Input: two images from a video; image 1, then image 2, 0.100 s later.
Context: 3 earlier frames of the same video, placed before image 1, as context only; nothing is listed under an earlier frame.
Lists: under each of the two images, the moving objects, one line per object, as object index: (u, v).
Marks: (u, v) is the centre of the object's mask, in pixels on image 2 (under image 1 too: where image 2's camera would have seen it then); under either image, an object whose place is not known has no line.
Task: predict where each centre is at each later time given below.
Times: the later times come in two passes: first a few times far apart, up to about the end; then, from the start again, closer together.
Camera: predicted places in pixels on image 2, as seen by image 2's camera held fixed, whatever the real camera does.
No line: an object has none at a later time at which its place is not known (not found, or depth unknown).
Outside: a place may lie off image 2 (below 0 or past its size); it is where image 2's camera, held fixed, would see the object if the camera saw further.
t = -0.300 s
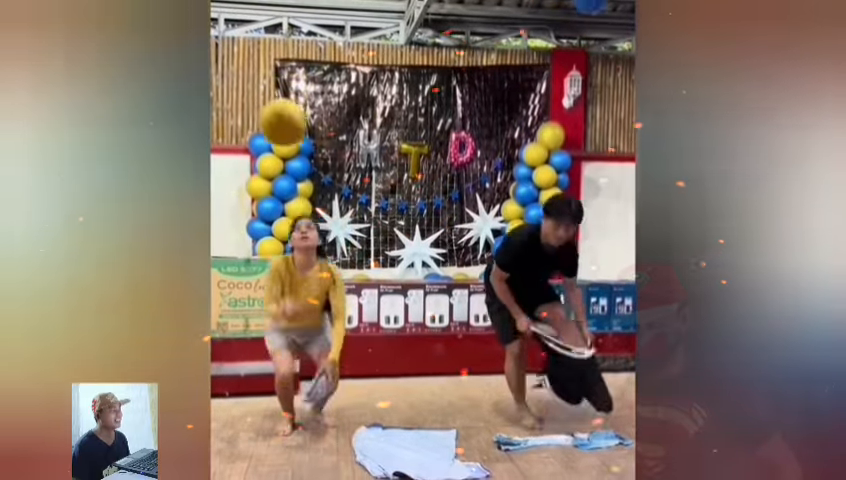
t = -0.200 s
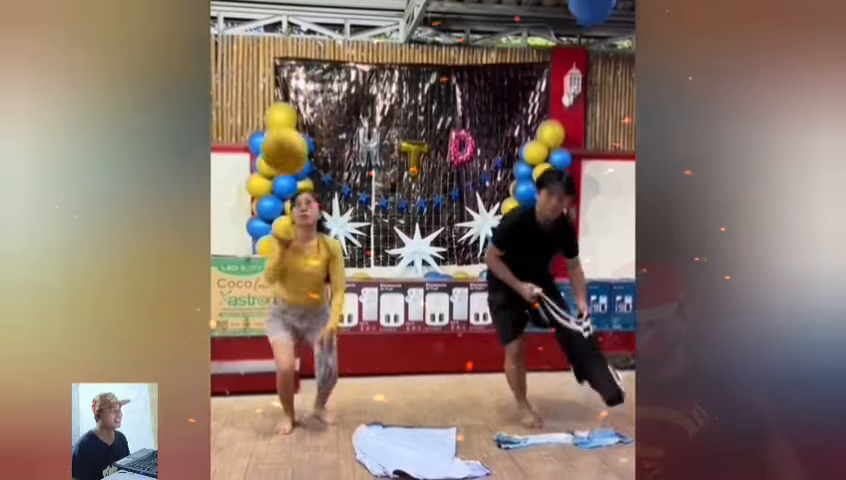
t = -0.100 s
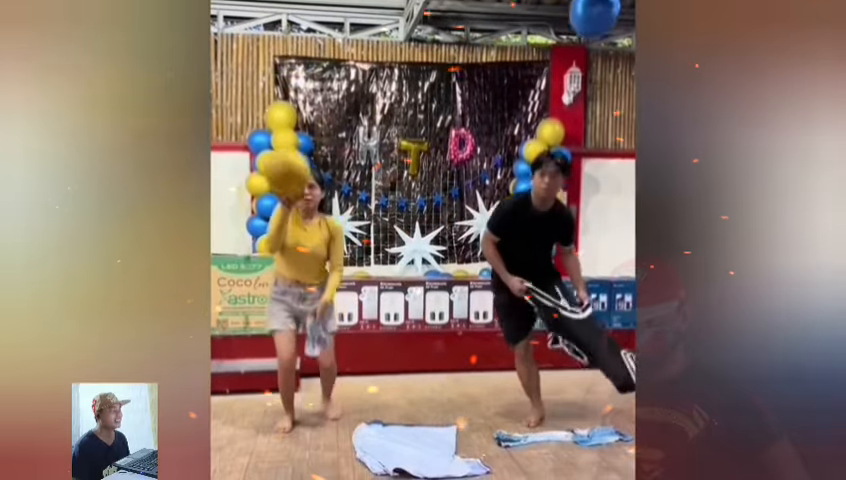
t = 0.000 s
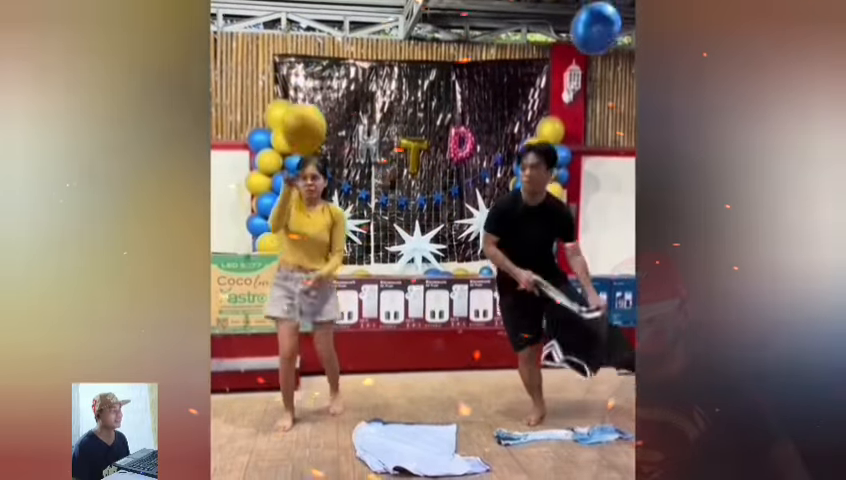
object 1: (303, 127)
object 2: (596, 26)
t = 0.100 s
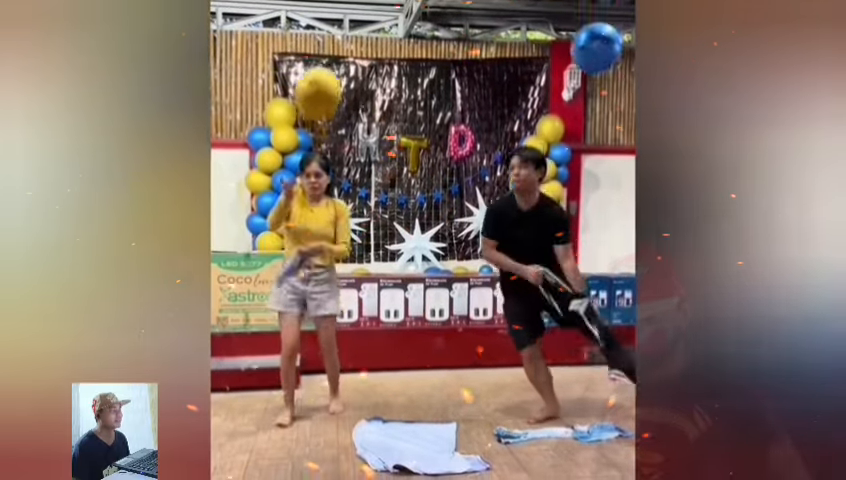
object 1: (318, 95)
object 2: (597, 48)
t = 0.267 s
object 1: (338, 56)
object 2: (598, 87)
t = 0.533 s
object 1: (362, 41)
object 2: (596, 146)
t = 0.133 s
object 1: (323, 85)
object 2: (597, 55)
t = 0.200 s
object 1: (331, 68)
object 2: (597, 71)
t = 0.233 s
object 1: (334, 63)
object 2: (597, 79)
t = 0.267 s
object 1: (338, 56)
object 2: (598, 87)
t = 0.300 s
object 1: (342, 52)
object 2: (597, 94)
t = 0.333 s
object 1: (346, 47)
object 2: (597, 102)
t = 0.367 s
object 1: (349, 44)
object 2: (597, 109)
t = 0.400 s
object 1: (352, 42)
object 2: (597, 117)
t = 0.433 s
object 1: (355, 40)
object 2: (596, 125)
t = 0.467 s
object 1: (357, 40)
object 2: (596, 132)
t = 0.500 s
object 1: (360, 40)
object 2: (596, 139)
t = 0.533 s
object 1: (362, 41)
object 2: (596, 146)
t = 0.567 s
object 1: (366, 43)
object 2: (596, 153)
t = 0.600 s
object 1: (368, 45)
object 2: (595, 160)
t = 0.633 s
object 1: (371, 48)
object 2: (595, 167)
